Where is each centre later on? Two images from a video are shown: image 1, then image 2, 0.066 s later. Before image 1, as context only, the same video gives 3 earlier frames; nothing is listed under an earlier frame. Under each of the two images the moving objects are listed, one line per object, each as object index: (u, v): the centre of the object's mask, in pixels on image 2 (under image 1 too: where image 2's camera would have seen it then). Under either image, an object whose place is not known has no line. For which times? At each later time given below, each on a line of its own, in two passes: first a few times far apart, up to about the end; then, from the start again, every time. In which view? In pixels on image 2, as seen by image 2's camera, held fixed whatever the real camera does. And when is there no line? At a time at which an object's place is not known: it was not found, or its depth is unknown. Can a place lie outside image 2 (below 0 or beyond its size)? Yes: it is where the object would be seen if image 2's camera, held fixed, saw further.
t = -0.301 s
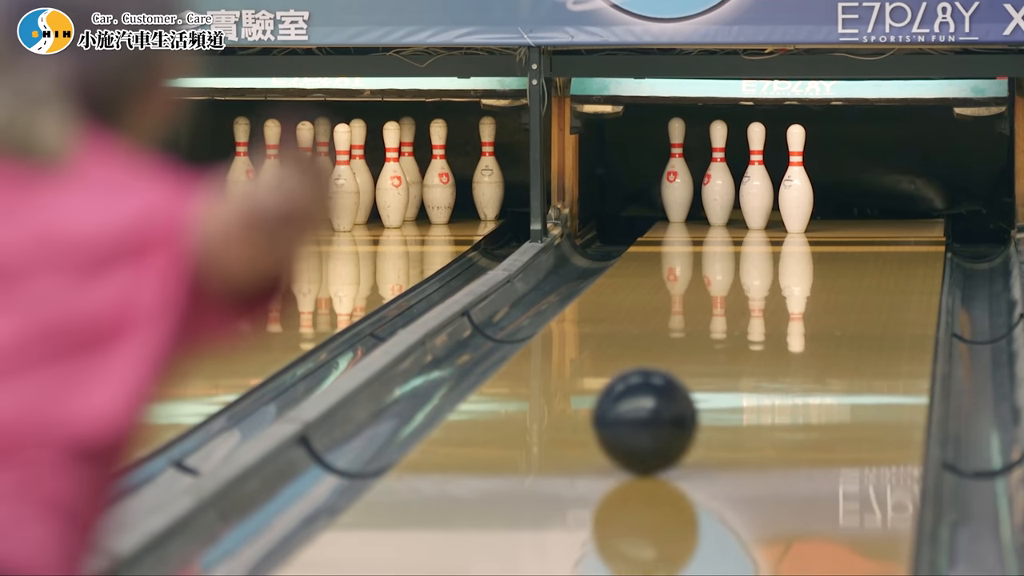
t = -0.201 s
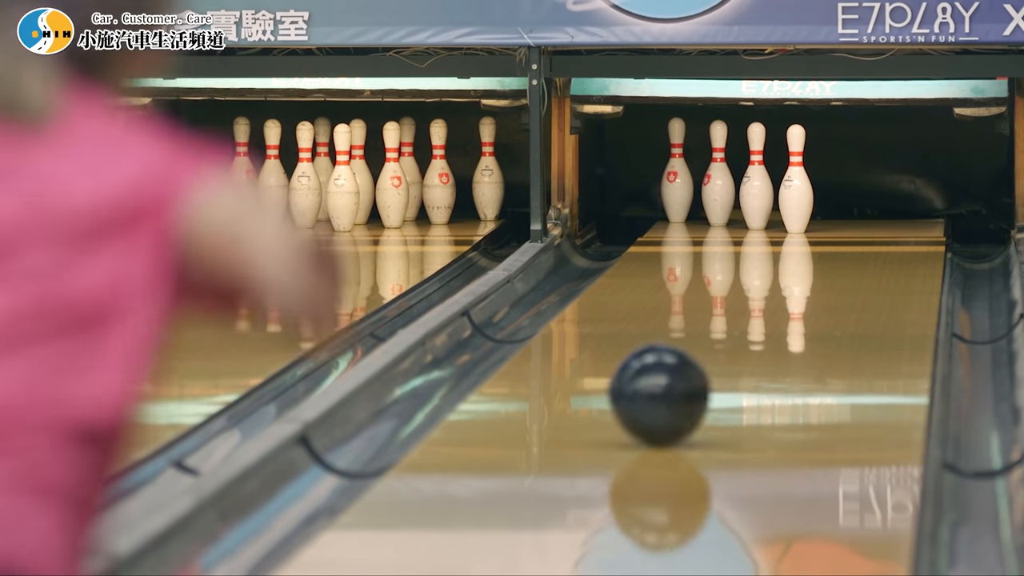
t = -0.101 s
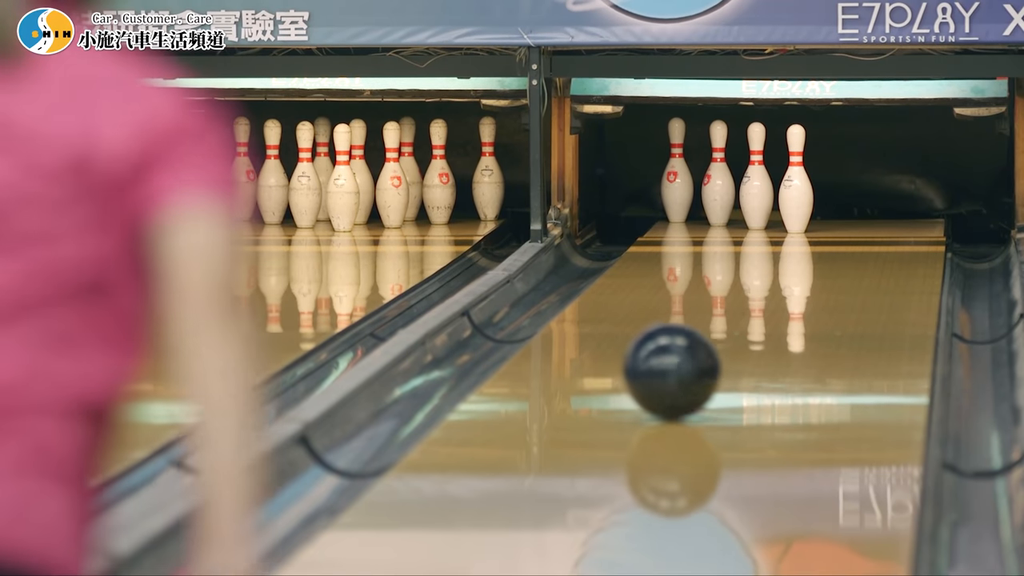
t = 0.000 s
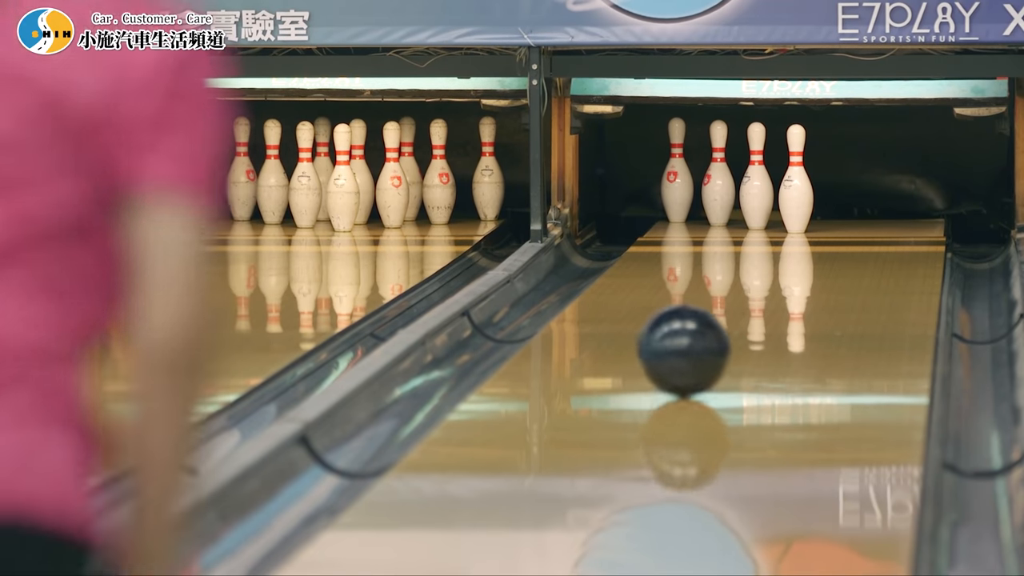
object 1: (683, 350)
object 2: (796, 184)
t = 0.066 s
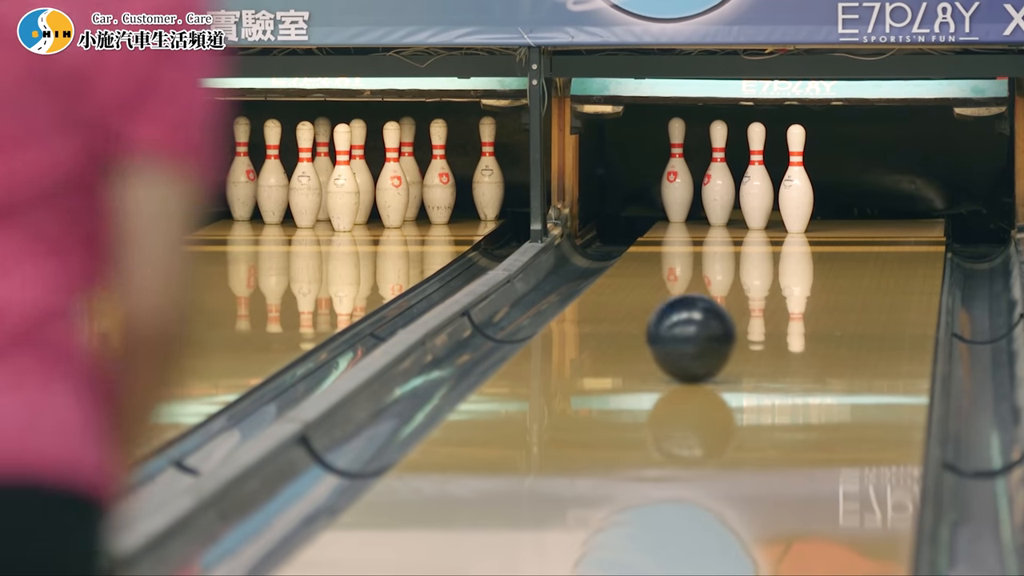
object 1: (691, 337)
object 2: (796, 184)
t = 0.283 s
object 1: (711, 302)
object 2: (796, 184)
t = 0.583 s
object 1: (734, 262)
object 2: (796, 184)
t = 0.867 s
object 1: (751, 232)
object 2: (796, 184)
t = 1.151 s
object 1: (765, 205)
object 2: (799, 179)
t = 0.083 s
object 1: (692, 334)
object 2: (796, 184)
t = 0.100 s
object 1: (694, 331)
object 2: (796, 184)
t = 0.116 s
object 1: (696, 328)
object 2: (796, 184)
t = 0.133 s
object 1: (697, 326)
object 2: (796, 184)
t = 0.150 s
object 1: (699, 323)
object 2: (796, 184)
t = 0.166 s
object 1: (701, 319)
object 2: (796, 184)
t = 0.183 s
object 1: (702, 317)
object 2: (796, 184)
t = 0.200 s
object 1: (704, 314)
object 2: (796, 184)
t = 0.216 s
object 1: (705, 311)
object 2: (796, 184)
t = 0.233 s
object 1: (707, 309)
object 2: (796, 184)
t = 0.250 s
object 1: (708, 306)
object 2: (796, 184)
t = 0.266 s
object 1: (710, 304)
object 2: (796, 184)
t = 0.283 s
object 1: (711, 302)
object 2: (796, 184)
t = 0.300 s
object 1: (713, 299)
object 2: (796, 184)
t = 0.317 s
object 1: (714, 296)
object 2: (796, 184)
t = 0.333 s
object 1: (715, 294)
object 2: (796, 184)
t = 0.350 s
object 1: (717, 292)
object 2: (796, 184)
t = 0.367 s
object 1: (718, 290)
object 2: (796, 184)
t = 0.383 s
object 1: (719, 287)
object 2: (796, 184)
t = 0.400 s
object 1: (721, 285)
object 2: (796, 184)
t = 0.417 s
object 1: (722, 283)
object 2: (796, 184)
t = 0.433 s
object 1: (723, 280)
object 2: (796, 184)
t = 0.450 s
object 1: (725, 278)
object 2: (796, 184)
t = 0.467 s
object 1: (726, 276)
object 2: (796, 184)
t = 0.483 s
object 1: (727, 274)
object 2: (796, 185)
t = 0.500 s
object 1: (729, 272)
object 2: (796, 184)
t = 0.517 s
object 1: (730, 270)
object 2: (796, 185)
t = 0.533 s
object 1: (731, 268)
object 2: (796, 184)
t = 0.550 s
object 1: (732, 266)
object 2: (796, 184)
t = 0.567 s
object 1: (733, 264)
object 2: (796, 185)
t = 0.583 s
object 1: (734, 262)
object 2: (796, 184)
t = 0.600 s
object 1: (735, 260)
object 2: (796, 184)
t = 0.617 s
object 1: (736, 258)
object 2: (796, 184)
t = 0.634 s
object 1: (737, 256)
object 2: (796, 185)
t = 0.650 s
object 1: (738, 254)
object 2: (796, 185)
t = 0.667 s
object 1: (739, 252)
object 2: (796, 185)
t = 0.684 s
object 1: (740, 251)
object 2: (796, 184)
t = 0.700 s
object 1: (741, 249)
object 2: (796, 185)
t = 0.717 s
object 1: (742, 247)
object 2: (796, 184)
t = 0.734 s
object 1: (743, 246)
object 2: (796, 184)
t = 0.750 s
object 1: (744, 244)
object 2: (796, 184)
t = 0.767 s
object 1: (745, 242)
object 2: (796, 184)
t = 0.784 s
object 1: (746, 241)
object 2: (796, 185)
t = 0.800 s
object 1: (747, 239)
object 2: (796, 185)
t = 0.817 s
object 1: (748, 237)
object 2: (796, 184)
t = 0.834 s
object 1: (749, 236)
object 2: (796, 184)
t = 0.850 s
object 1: (750, 234)
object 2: (796, 184)
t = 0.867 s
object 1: (751, 232)
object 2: (796, 184)
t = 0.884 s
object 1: (752, 231)
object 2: (796, 184)
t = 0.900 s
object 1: (753, 229)
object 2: (796, 184)
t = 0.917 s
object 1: (754, 228)
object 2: (796, 183)
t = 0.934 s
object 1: (755, 226)
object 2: (796, 183)
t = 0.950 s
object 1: (756, 225)
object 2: (797, 182)
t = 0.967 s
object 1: (756, 223)
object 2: (797, 182)
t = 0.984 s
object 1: (757, 221)
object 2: (797, 182)
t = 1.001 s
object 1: (758, 219)
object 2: (797, 181)
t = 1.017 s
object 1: (759, 218)
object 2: (797, 181)
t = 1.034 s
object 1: (760, 216)
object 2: (798, 180)
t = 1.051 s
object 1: (760, 215)
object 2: (798, 180)
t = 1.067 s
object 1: (761, 213)
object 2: (798, 180)
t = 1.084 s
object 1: (762, 212)
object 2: (798, 179)
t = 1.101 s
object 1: (763, 210)
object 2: (798, 179)
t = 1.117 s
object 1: (764, 208)
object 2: (798, 179)
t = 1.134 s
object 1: (764, 207)
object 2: (799, 179)
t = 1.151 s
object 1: (765, 205)
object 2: (799, 179)
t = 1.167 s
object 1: (766, 205)
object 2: (799, 178)
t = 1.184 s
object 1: (765, 205)
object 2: (805, 183)
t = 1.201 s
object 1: (760, 202)
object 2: (819, 183)
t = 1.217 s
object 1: (755, 202)
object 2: (835, 181)
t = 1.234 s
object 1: (751, 201)
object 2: (849, 180)
